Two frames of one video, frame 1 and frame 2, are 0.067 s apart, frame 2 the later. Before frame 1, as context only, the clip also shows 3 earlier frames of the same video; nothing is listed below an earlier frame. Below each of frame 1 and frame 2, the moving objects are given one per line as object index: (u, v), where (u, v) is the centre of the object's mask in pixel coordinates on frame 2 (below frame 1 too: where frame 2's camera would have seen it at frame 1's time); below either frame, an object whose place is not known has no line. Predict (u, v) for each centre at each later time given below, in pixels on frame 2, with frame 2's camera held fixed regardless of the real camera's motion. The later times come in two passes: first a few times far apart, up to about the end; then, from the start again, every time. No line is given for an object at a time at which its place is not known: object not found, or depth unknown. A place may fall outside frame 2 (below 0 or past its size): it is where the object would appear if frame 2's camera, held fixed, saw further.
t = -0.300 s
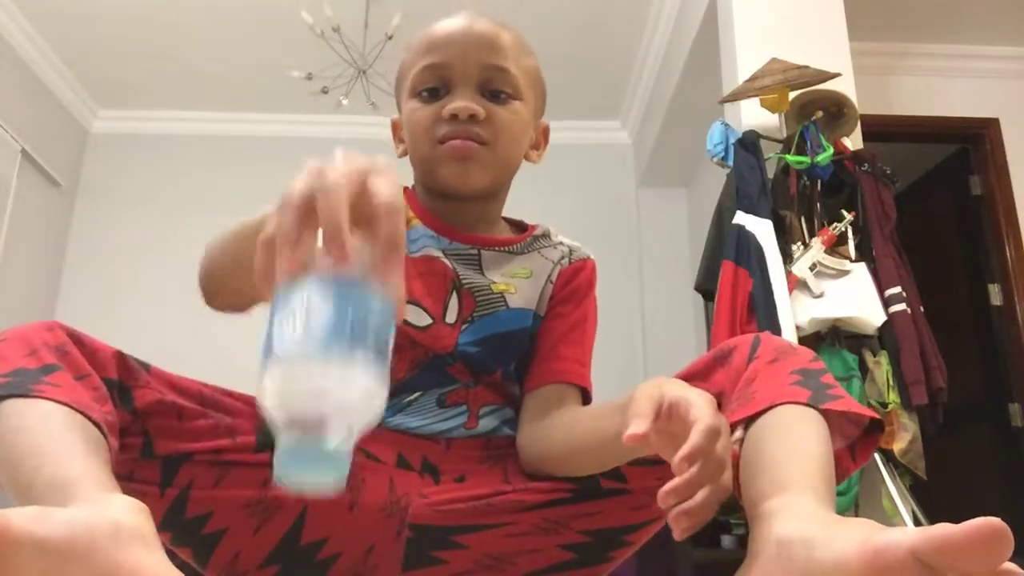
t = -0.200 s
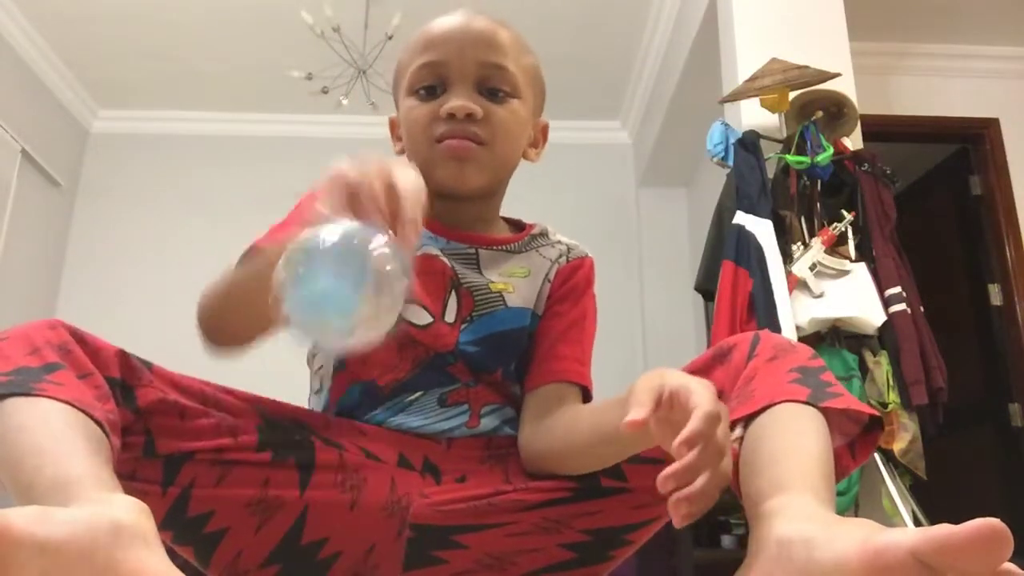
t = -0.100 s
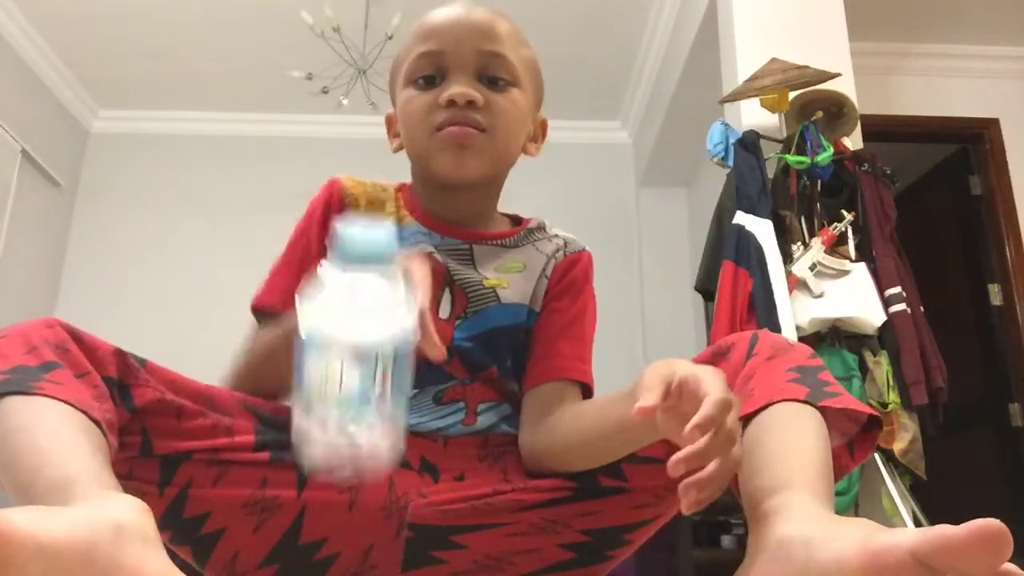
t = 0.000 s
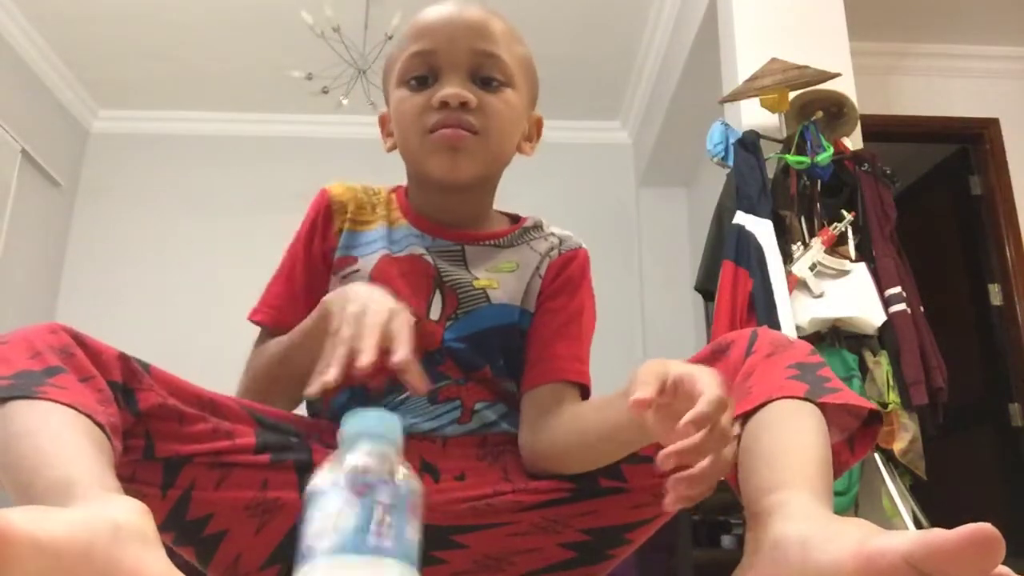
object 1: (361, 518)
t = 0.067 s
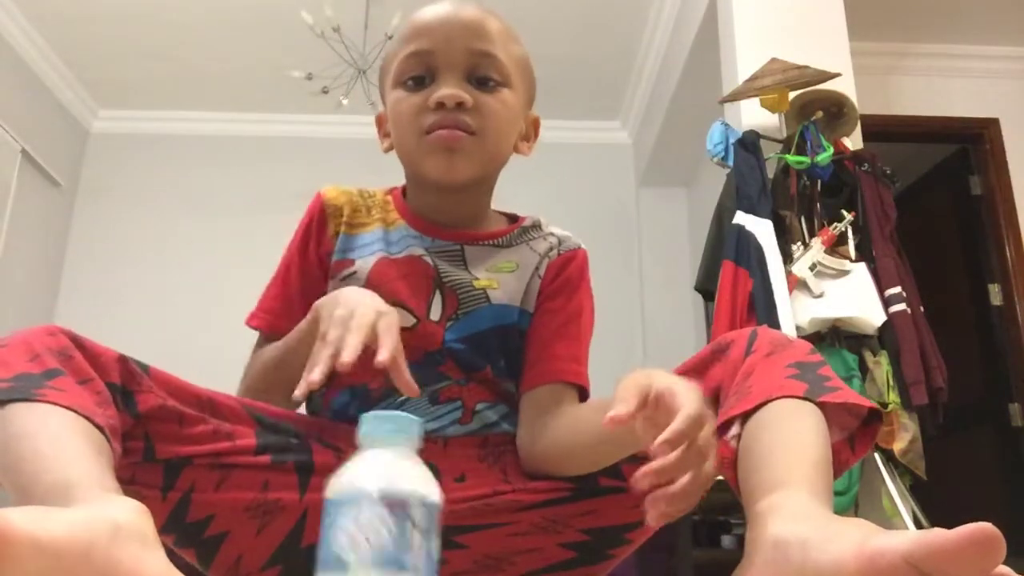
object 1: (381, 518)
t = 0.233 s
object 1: (402, 521)
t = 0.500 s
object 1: (402, 521)
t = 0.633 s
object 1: (402, 522)
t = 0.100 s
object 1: (387, 518)
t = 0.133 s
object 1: (396, 520)
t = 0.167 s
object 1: (400, 520)
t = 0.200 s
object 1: (402, 521)
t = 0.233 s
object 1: (402, 521)
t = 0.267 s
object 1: (402, 521)
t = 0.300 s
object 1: (402, 521)
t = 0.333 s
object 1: (402, 521)
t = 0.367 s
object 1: (402, 521)
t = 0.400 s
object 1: (402, 521)
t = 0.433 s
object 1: (402, 521)
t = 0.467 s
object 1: (403, 521)
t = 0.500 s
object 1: (402, 521)
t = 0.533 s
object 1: (402, 521)
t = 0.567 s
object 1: (402, 521)
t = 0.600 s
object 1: (402, 521)
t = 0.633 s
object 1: (402, 522)
